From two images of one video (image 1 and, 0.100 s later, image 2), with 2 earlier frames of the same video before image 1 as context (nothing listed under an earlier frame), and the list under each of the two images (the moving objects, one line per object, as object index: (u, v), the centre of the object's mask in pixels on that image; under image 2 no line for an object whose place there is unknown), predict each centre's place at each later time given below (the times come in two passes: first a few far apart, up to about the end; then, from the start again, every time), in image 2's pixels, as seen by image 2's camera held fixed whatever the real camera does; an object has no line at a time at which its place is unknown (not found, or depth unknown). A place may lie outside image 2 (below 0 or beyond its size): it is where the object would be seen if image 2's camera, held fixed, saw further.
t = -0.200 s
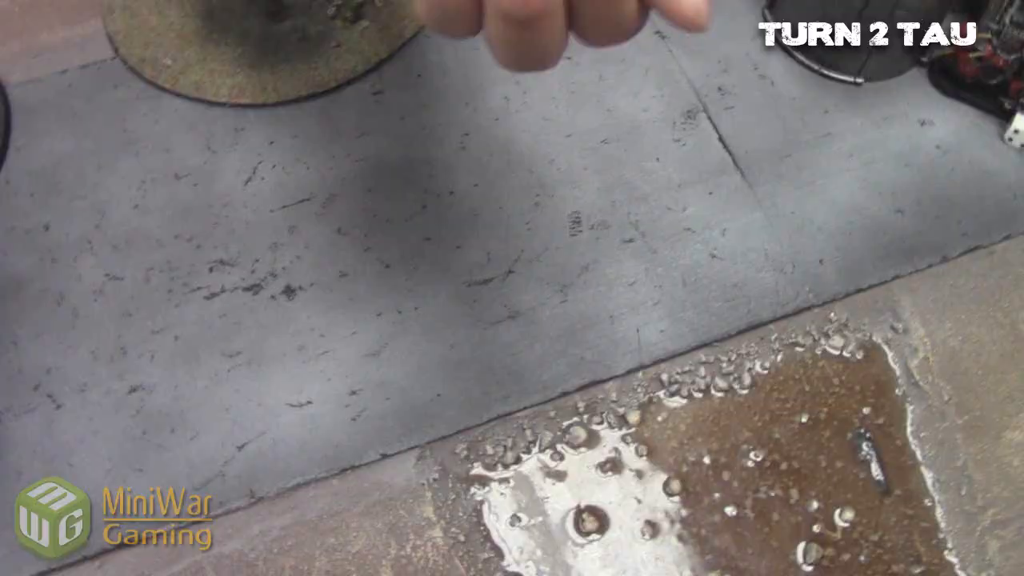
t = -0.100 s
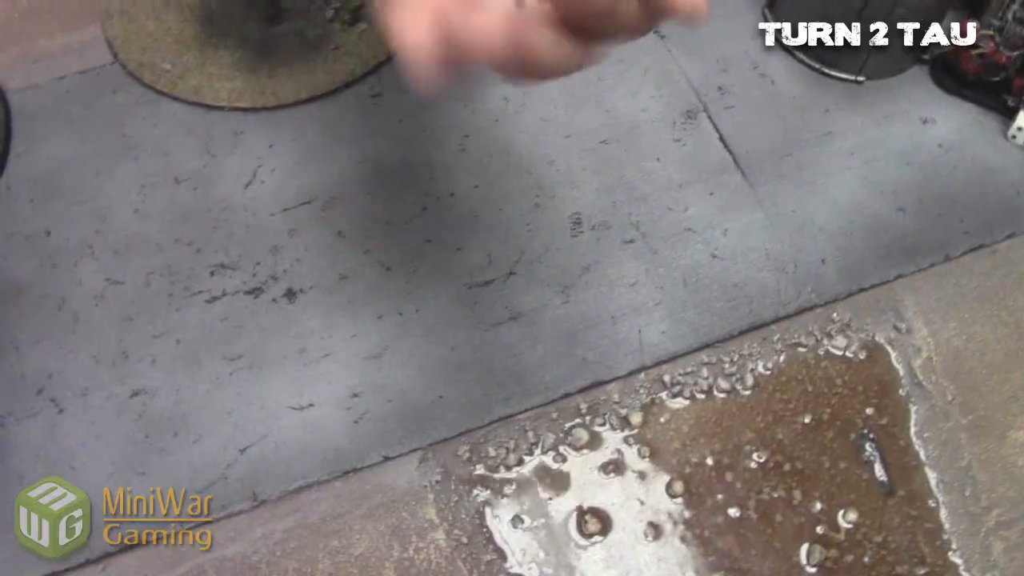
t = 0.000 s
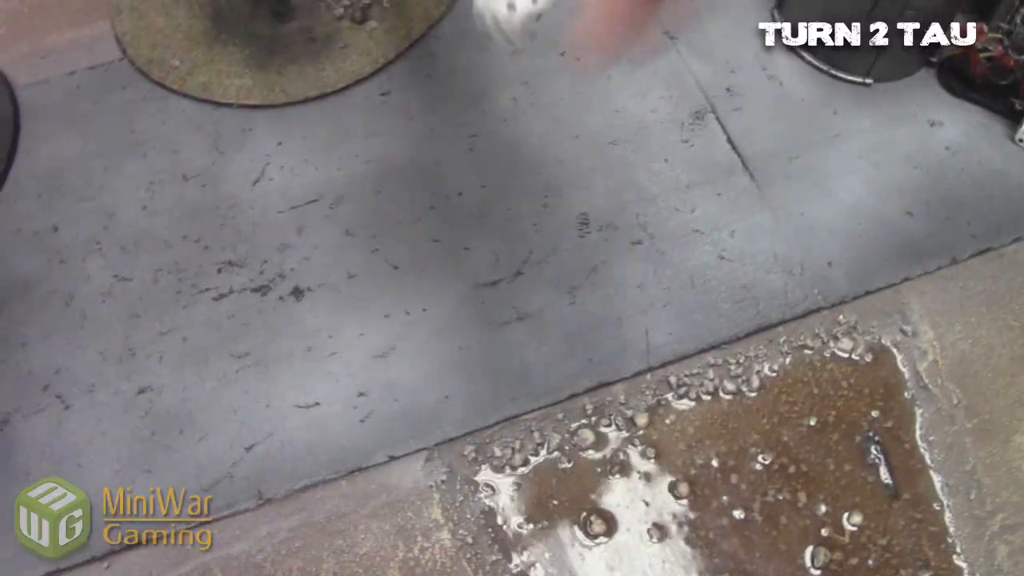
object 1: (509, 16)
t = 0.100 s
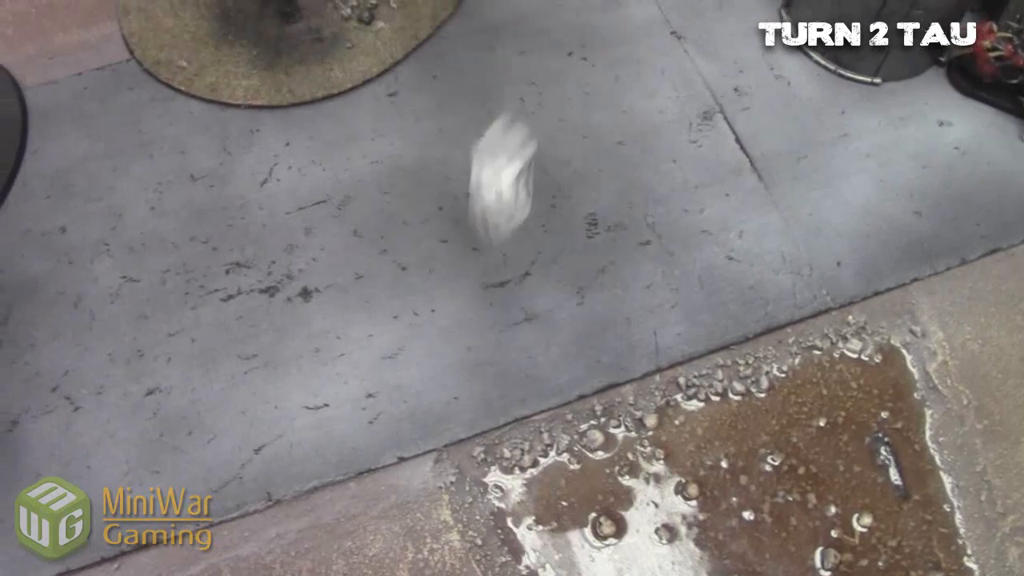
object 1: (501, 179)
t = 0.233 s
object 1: (558, 288)
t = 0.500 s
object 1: (750, 485)
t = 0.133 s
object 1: (501, 229)
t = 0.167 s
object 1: (522, 234)
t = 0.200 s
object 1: (539, 253)
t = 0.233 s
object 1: (558, 288)
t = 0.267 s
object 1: (584, 308)
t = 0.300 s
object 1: (613, 335)
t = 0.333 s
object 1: (638, 353)
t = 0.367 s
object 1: (662, 368)
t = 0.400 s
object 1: (685, 399)
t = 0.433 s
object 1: (709, 432)
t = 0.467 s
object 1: (731, 460)
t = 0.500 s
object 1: (750, 485)
